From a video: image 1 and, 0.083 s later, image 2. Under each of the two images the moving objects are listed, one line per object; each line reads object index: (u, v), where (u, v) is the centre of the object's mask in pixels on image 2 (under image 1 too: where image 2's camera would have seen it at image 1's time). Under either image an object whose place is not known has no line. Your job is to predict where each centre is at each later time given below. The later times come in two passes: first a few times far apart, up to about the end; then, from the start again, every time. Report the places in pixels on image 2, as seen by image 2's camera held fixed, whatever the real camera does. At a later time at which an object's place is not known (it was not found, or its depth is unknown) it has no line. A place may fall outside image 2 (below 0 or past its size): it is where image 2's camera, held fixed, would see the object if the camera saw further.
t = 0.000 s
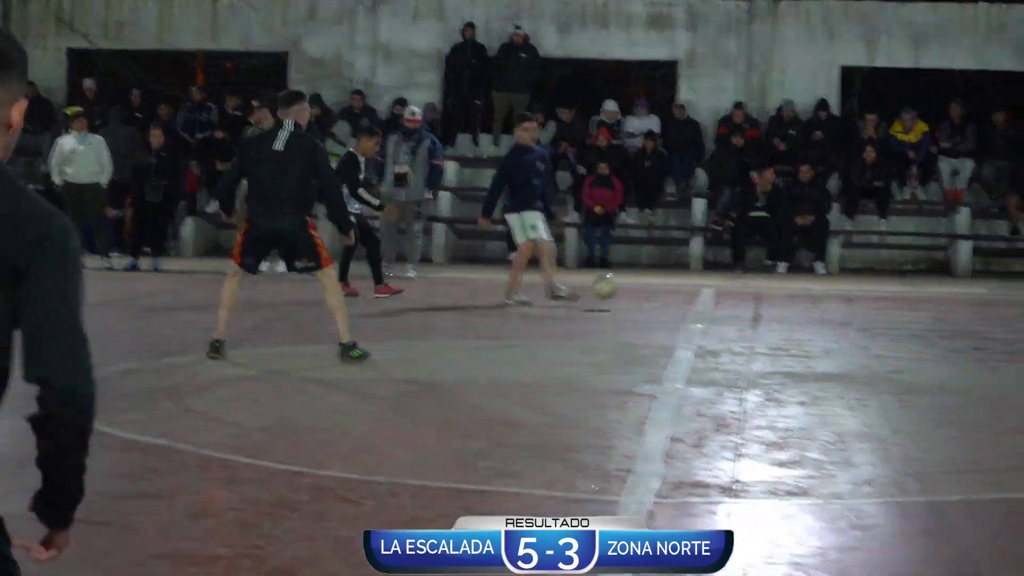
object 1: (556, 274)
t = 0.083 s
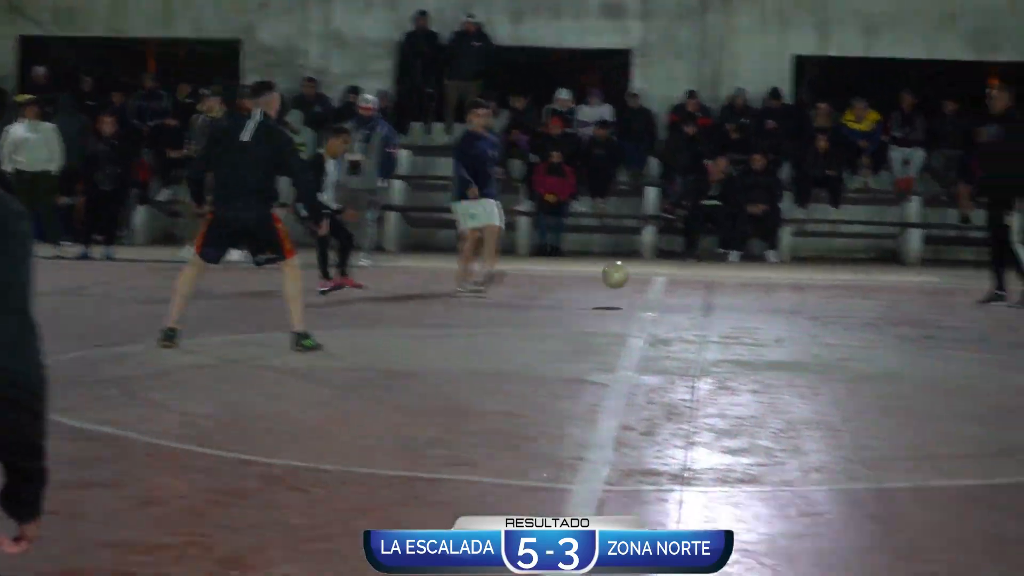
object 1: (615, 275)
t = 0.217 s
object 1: (722, 294)
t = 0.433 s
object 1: (923, 325)
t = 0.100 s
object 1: (628, 276)
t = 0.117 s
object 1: (641, 277)
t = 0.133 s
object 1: (653, 279)
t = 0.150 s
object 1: (666, 281)
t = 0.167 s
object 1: (680, 284)
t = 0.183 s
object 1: (693, 286)
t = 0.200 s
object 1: (707, 290)
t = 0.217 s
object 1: (722, 294)
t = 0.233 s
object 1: (737, 297)
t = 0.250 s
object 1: (750, 302)
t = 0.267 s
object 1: (767, 308)
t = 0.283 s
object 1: (782, 313)
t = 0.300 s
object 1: (797, 316)
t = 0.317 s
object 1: (814, 316)
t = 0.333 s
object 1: (826, 316)
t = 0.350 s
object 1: (843, 316)
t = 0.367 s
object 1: (859, 317)
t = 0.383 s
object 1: (872, 318)
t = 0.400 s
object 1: (889, 320)
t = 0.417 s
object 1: (908, 323)
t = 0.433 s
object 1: (923, 325)
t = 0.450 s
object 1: (938, 329)
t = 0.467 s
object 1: (957, 332)
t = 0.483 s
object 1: (968, 336)
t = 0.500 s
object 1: (988, 341)
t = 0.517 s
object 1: (1006, 342)
